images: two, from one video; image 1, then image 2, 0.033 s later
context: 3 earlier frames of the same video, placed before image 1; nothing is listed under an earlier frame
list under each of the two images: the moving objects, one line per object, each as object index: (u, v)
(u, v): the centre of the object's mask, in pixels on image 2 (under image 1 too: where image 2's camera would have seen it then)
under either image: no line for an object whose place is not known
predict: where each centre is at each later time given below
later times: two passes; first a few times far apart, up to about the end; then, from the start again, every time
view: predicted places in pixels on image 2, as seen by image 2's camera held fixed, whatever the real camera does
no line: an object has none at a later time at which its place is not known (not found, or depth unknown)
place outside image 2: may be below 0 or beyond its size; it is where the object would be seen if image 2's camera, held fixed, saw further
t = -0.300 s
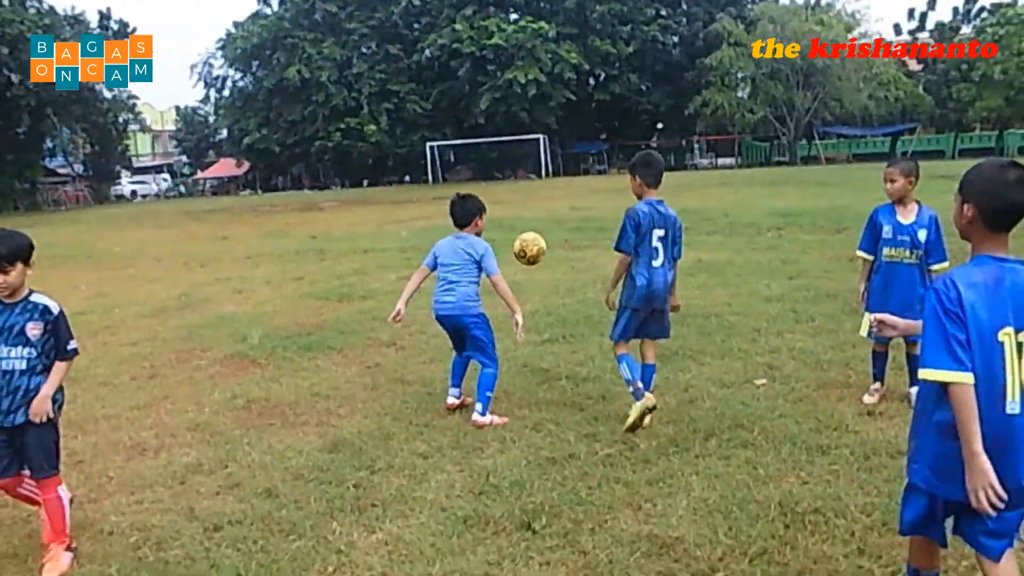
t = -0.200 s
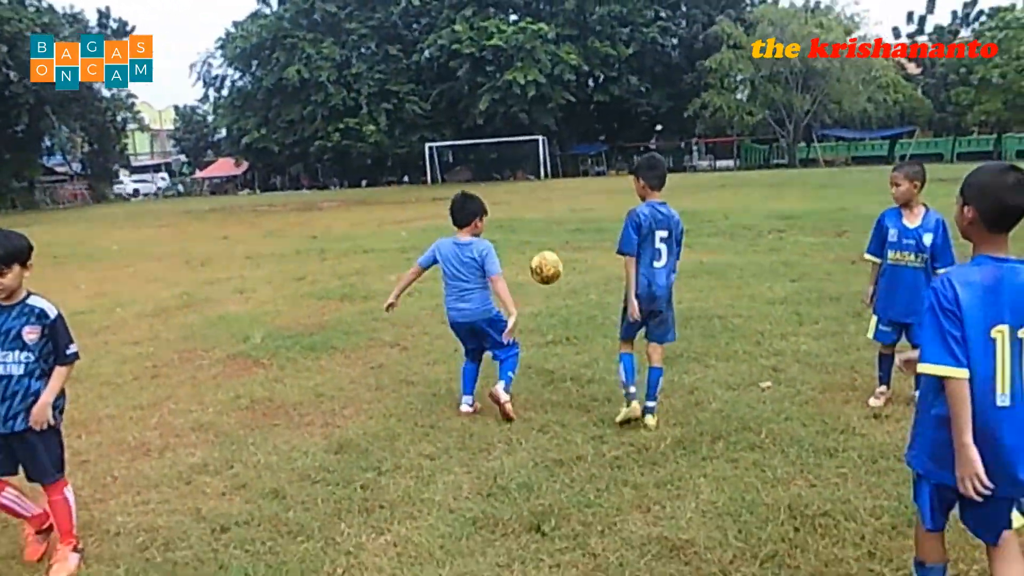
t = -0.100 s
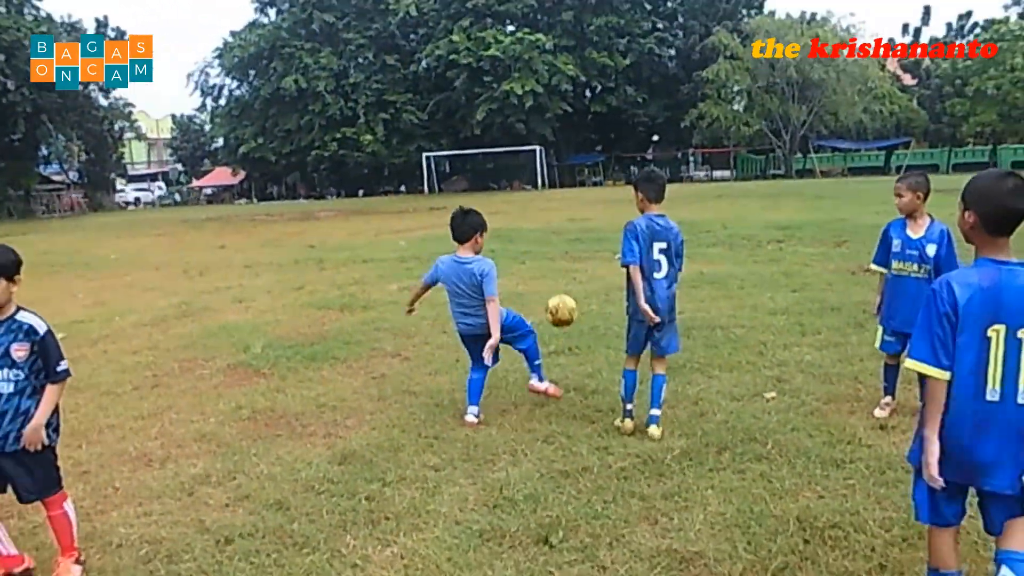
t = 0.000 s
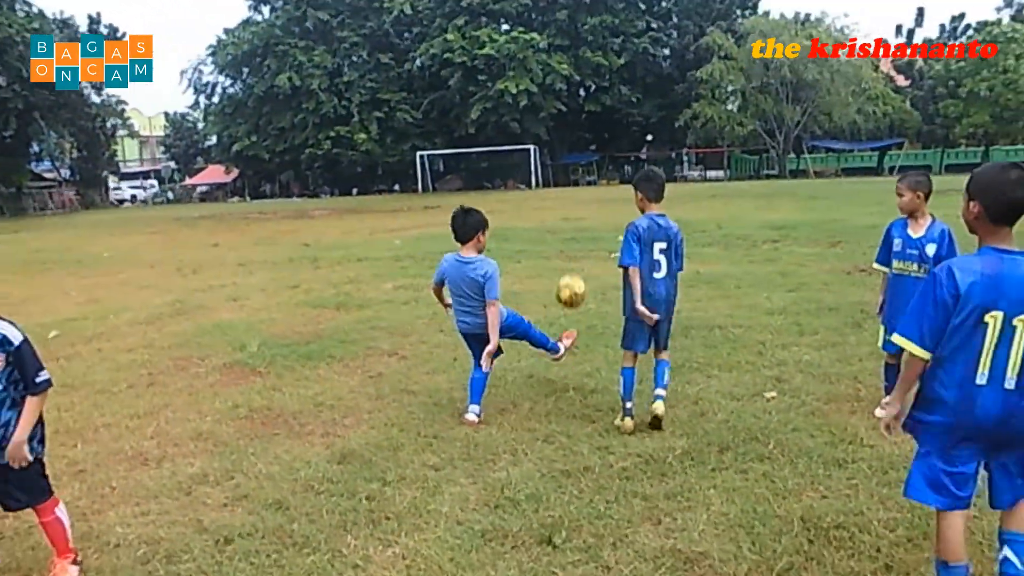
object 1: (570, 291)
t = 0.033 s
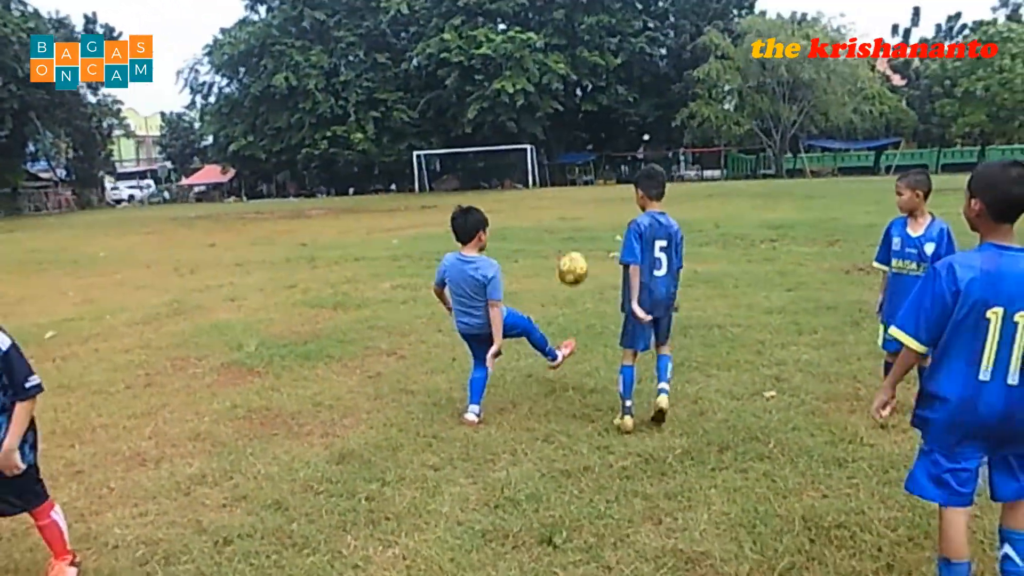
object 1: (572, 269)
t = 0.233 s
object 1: (595, 177)
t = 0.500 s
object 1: (630, 156)
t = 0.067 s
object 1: (575, 249)
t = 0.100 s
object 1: (578, 231)
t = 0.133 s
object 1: (582, 215)
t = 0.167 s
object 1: (586, 201)
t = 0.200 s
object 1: (588, 189)
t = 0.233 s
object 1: (595, 177)
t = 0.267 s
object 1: (603, 168)
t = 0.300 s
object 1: (607, 164)
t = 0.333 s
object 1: (611, 155)
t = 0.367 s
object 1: (615, 152)
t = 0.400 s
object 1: (618, 151)
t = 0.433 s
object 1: (623, 151)
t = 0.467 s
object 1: (626, 153)
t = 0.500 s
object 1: (630, 156)
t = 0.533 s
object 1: (633, 162)
